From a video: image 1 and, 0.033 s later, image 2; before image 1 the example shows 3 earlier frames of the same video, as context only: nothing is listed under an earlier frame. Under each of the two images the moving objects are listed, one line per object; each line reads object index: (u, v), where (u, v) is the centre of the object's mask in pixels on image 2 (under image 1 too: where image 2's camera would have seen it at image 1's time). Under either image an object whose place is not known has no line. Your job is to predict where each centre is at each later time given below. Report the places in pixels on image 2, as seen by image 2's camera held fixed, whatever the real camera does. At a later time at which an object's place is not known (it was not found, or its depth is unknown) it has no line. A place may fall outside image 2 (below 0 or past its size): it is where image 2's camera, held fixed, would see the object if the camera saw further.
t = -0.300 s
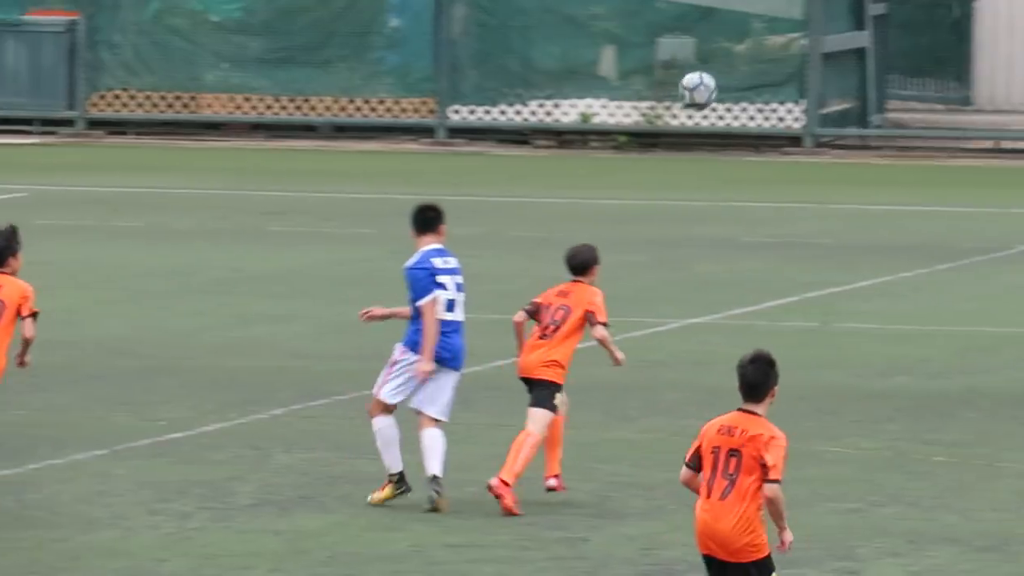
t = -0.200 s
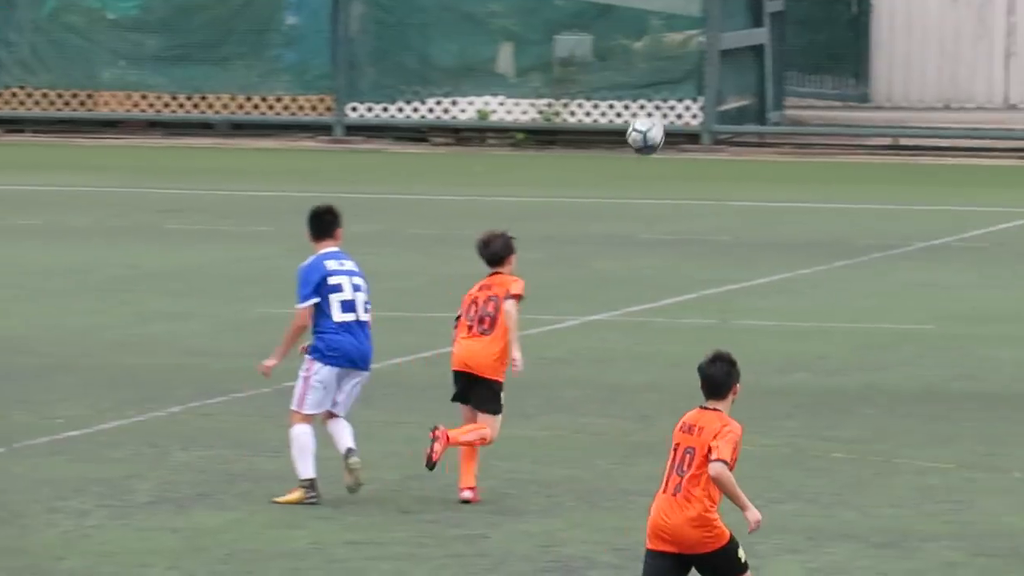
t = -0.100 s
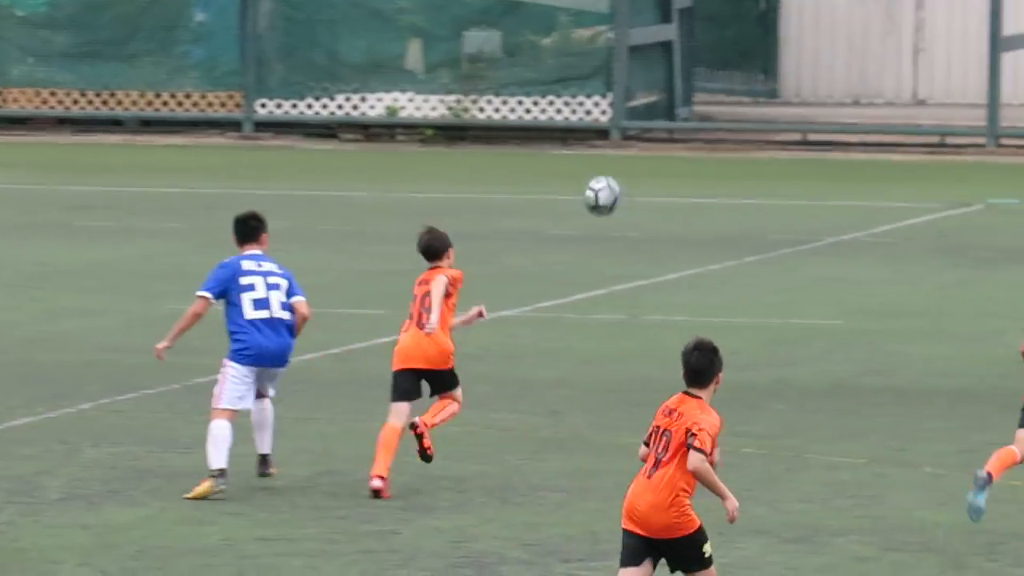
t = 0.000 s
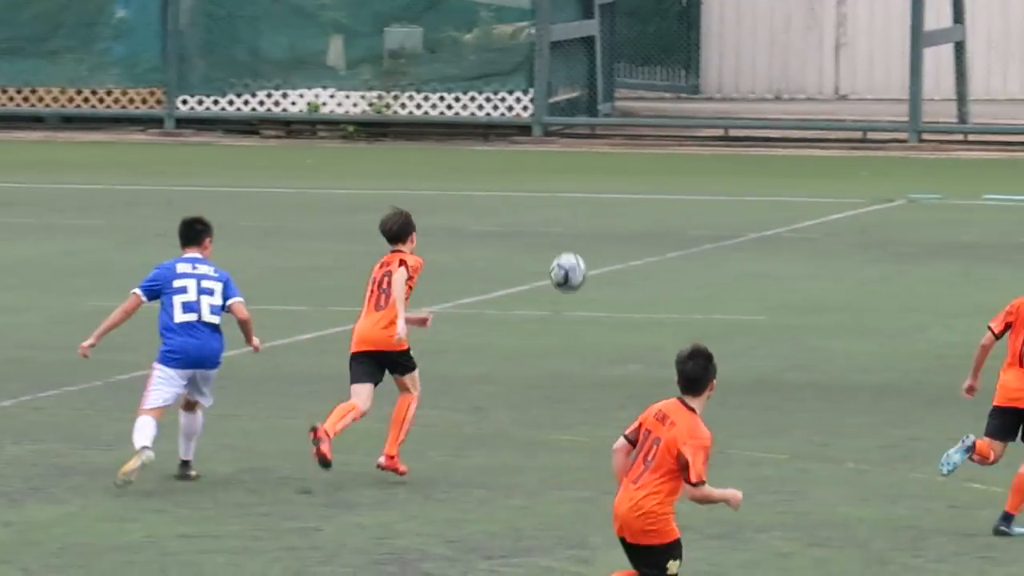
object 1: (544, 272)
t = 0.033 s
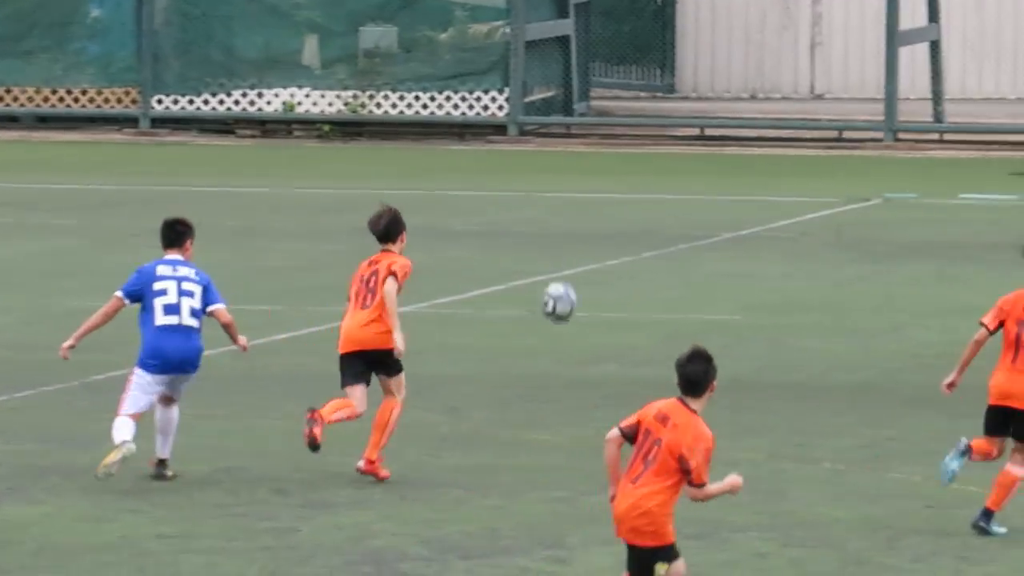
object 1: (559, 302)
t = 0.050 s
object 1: (565, 318)
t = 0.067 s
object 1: (571, 333)
